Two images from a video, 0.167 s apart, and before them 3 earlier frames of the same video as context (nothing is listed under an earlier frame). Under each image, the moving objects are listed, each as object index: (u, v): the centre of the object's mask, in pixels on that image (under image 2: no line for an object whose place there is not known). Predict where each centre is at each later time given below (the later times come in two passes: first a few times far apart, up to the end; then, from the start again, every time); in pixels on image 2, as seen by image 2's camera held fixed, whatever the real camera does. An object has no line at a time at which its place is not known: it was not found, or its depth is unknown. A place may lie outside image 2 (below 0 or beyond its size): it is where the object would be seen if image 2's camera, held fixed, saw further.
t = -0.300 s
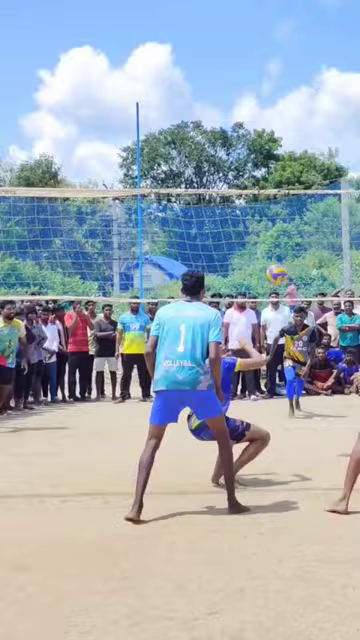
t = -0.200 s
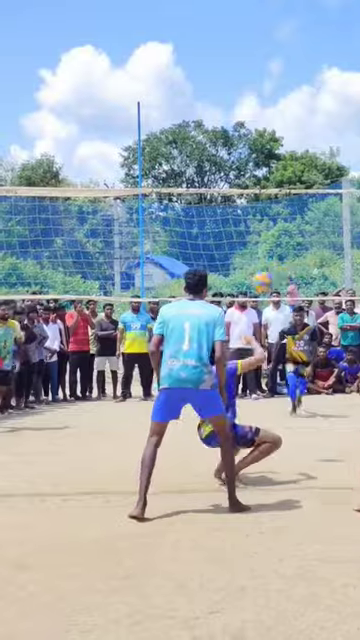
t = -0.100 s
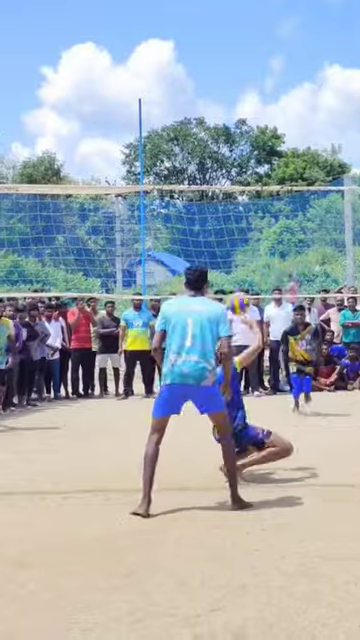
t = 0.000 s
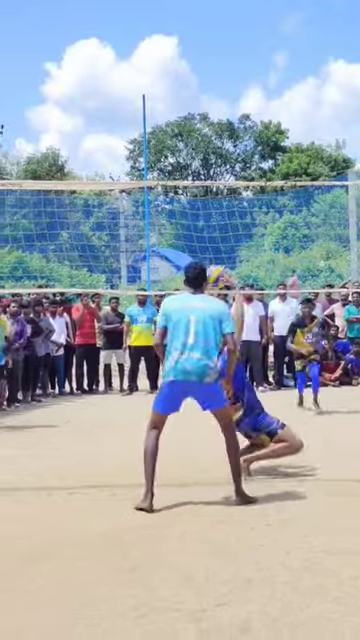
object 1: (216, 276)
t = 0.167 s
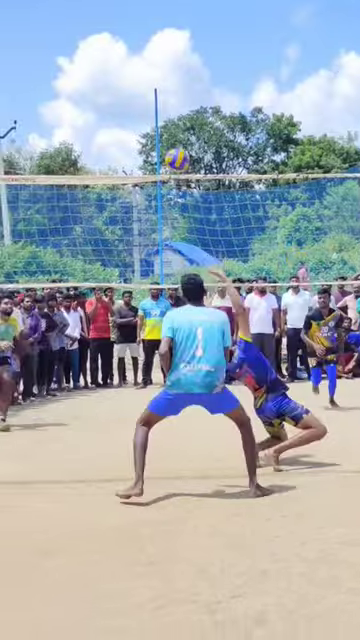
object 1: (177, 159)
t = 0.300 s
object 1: (138, 94)
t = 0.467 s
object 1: (88, 40)
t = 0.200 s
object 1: (166, 141)
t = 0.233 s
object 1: (158, 124)
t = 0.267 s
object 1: (147, 108)
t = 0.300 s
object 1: (138, 94)
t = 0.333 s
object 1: (128, 80)
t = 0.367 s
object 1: (118, 68)
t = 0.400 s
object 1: (108, 57)
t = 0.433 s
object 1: (98, 47)
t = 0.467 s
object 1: (88, 40)
